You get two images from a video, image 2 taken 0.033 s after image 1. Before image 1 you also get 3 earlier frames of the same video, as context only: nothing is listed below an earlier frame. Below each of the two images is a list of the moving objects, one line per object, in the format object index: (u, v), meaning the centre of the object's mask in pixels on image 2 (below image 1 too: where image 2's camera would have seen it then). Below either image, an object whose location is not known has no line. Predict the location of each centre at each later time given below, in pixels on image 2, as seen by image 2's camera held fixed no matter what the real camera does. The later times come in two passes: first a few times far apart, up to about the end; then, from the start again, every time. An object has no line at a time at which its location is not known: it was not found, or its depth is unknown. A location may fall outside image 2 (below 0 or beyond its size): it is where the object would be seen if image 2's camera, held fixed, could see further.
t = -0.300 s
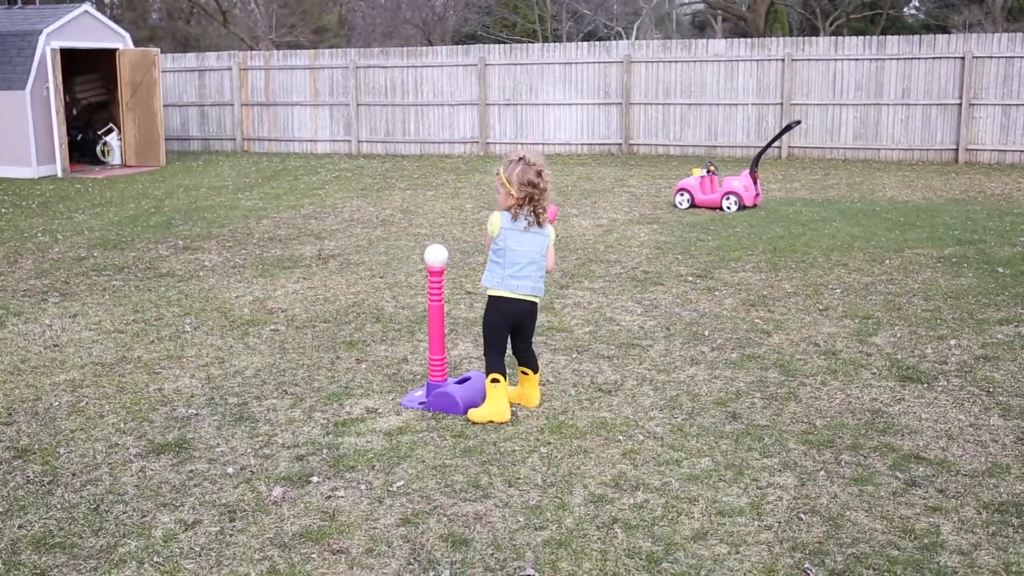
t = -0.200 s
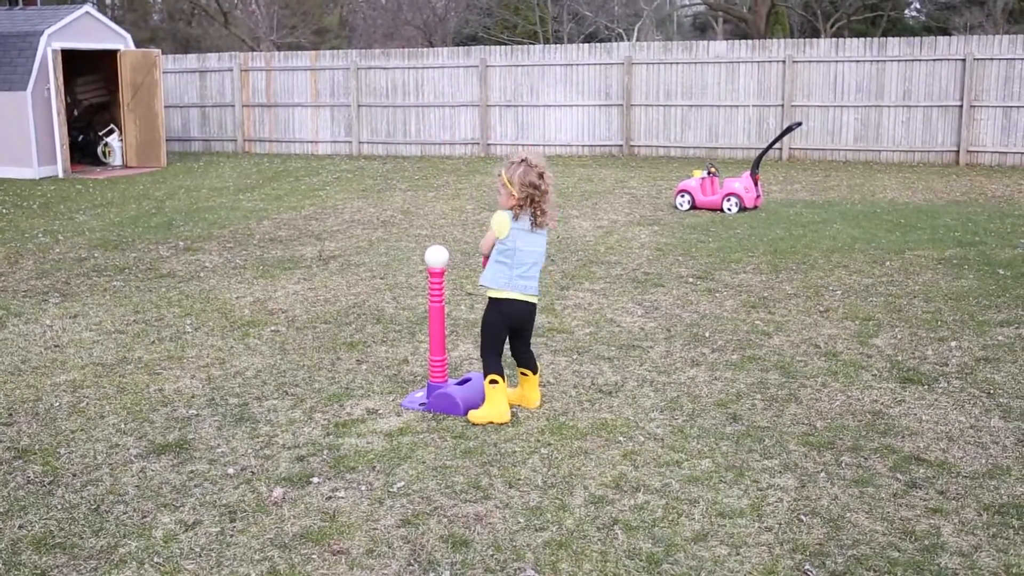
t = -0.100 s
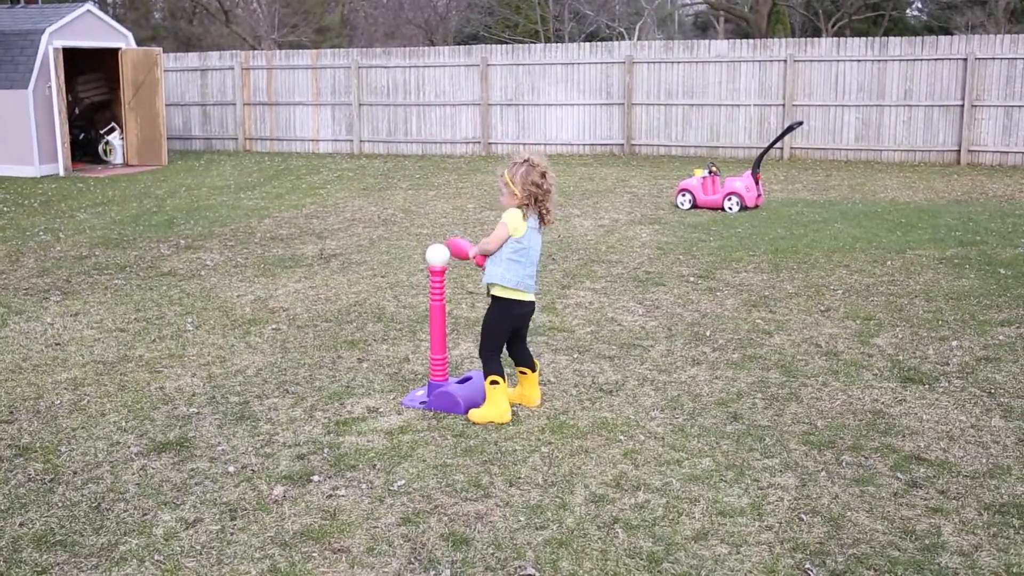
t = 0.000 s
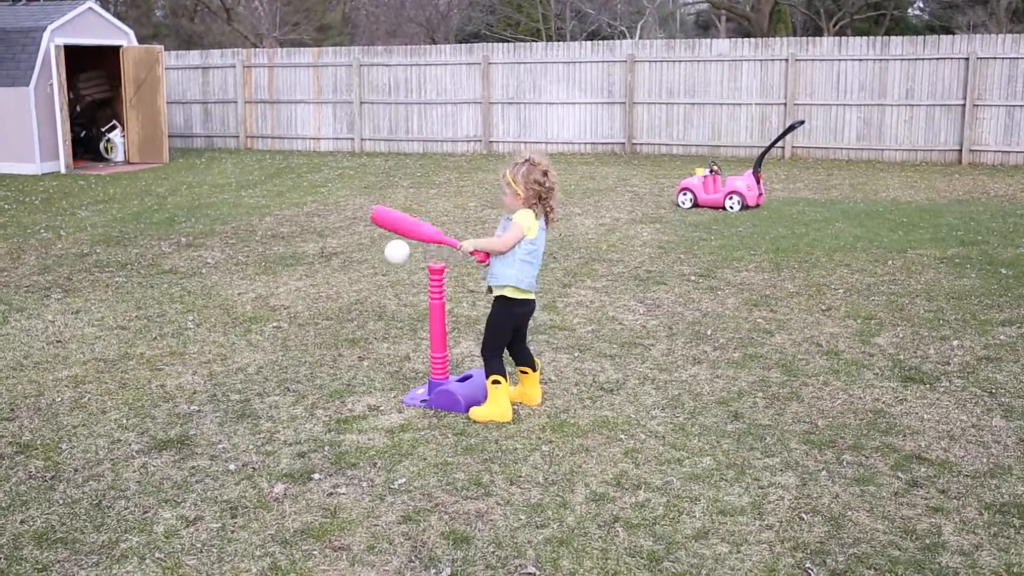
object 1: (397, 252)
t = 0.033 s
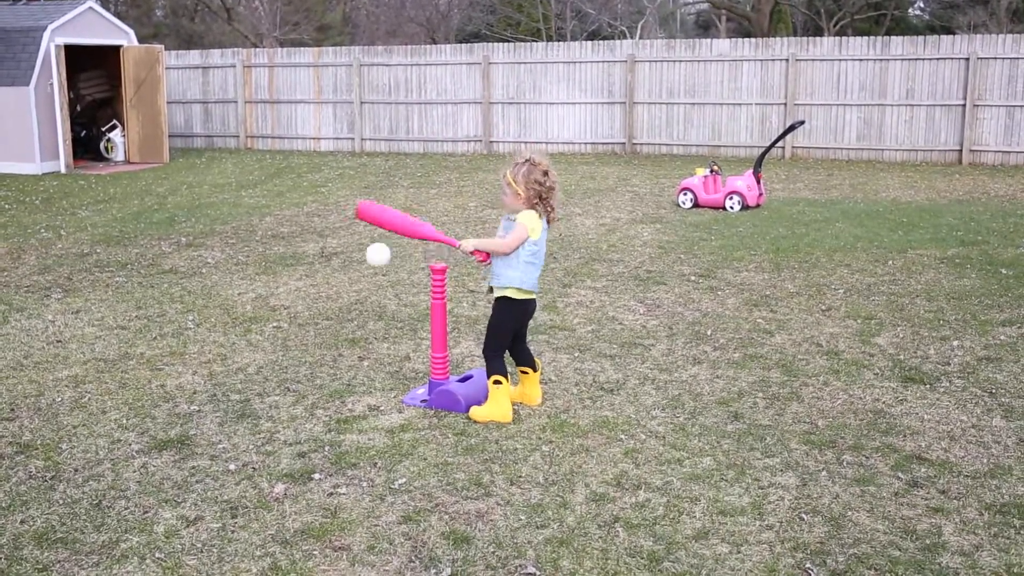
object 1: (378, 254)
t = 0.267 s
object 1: (232, 371)
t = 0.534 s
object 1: (85, 458)
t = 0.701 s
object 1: (0, 497)
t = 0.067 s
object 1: (358, 261)
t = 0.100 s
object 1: (338, 270)
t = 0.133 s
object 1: (317, 283)
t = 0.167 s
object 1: (295, 300)
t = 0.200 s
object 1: (275, 320)
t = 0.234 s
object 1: (254, 344)
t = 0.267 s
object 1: (232, 371)
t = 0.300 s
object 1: (212, 400)
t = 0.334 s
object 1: (190, 434)
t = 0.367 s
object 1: (171, 448)
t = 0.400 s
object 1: (154, 445)
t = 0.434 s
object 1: (137, 444)
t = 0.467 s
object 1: (121, 446)
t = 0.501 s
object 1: (104, 450)
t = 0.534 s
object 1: (85, 458)
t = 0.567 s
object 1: (69, 472)
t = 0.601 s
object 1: (51, 484)
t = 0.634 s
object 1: (33, 485)
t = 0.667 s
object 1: (13, 489)
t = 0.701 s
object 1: (0, 497)
